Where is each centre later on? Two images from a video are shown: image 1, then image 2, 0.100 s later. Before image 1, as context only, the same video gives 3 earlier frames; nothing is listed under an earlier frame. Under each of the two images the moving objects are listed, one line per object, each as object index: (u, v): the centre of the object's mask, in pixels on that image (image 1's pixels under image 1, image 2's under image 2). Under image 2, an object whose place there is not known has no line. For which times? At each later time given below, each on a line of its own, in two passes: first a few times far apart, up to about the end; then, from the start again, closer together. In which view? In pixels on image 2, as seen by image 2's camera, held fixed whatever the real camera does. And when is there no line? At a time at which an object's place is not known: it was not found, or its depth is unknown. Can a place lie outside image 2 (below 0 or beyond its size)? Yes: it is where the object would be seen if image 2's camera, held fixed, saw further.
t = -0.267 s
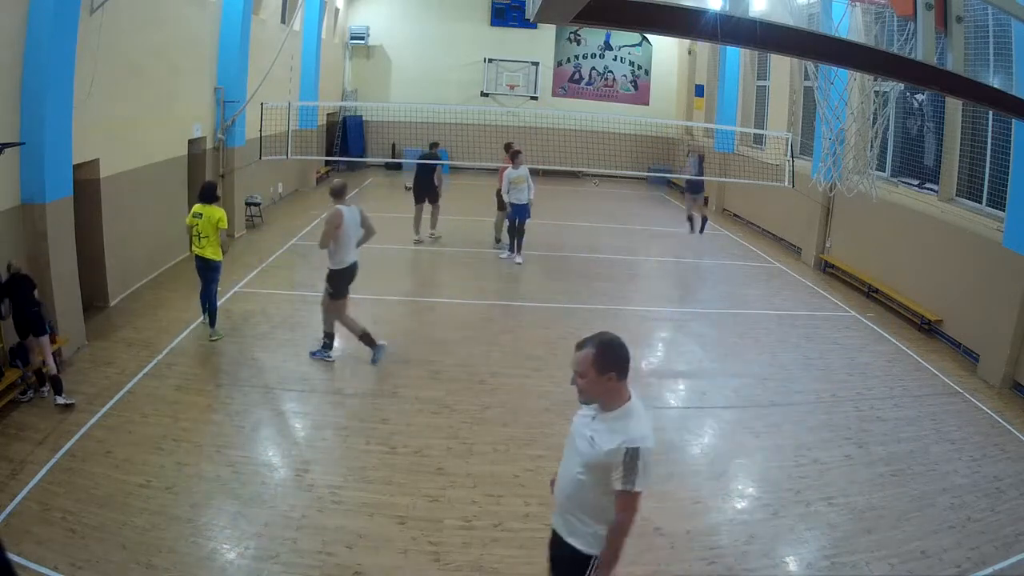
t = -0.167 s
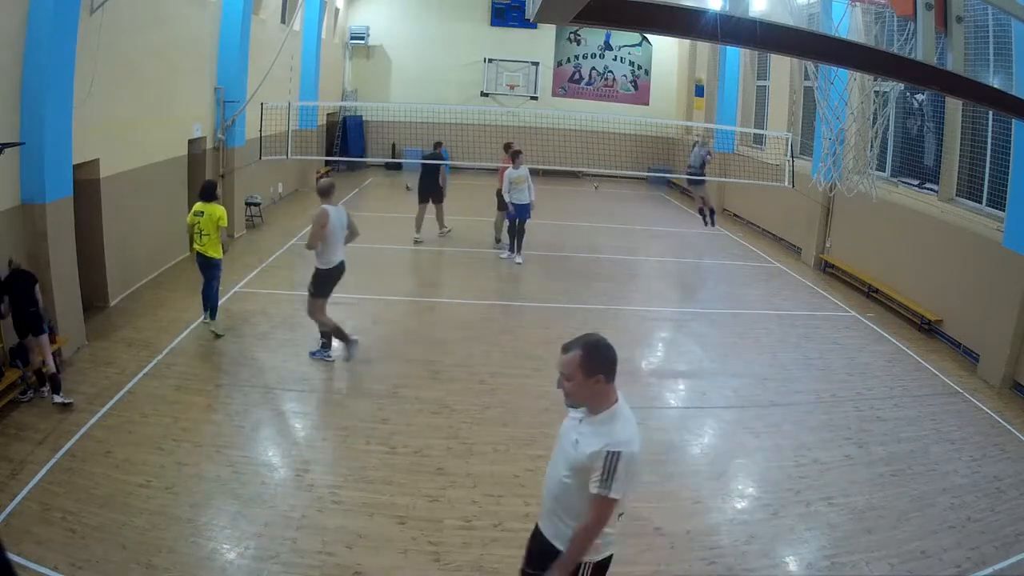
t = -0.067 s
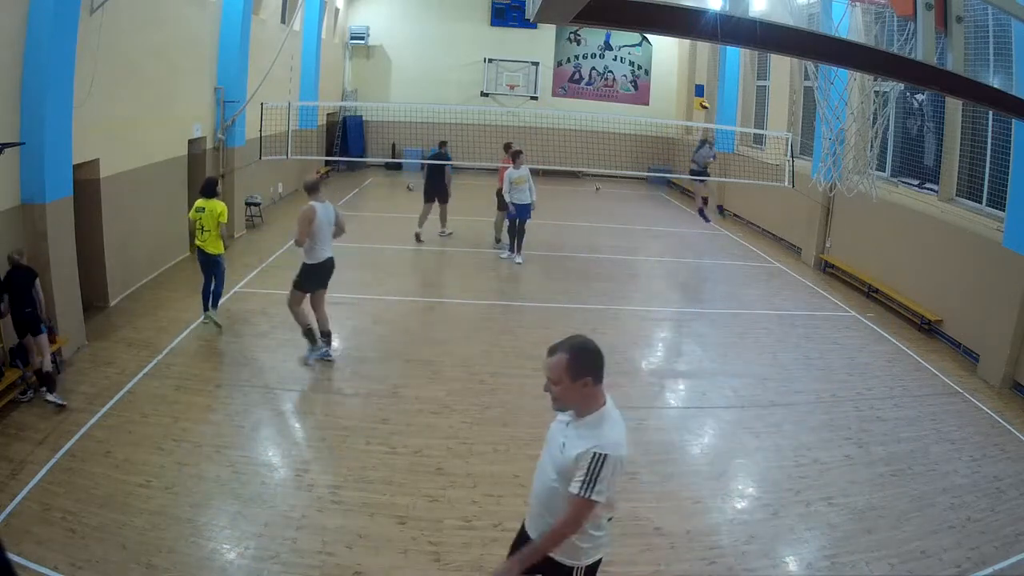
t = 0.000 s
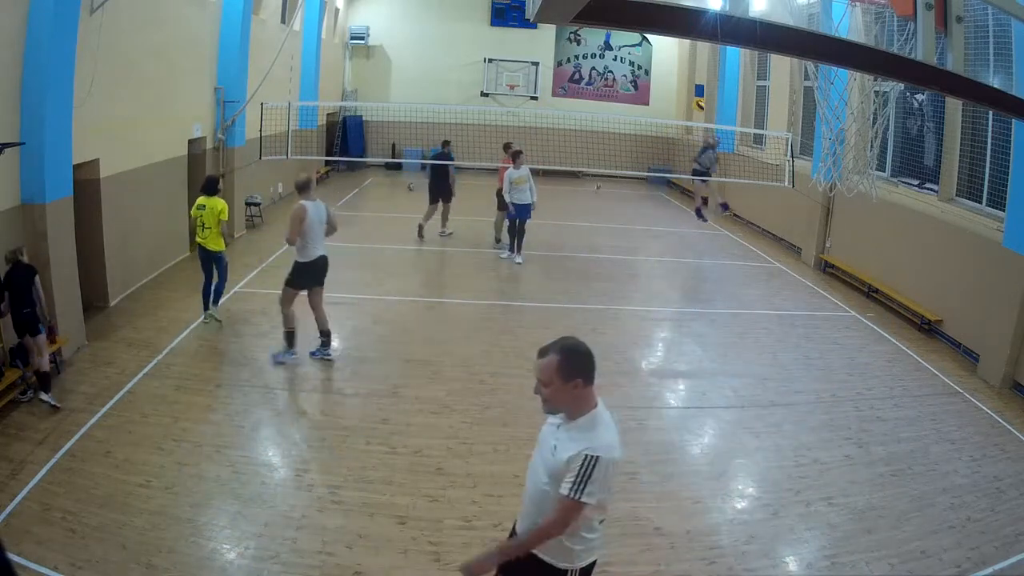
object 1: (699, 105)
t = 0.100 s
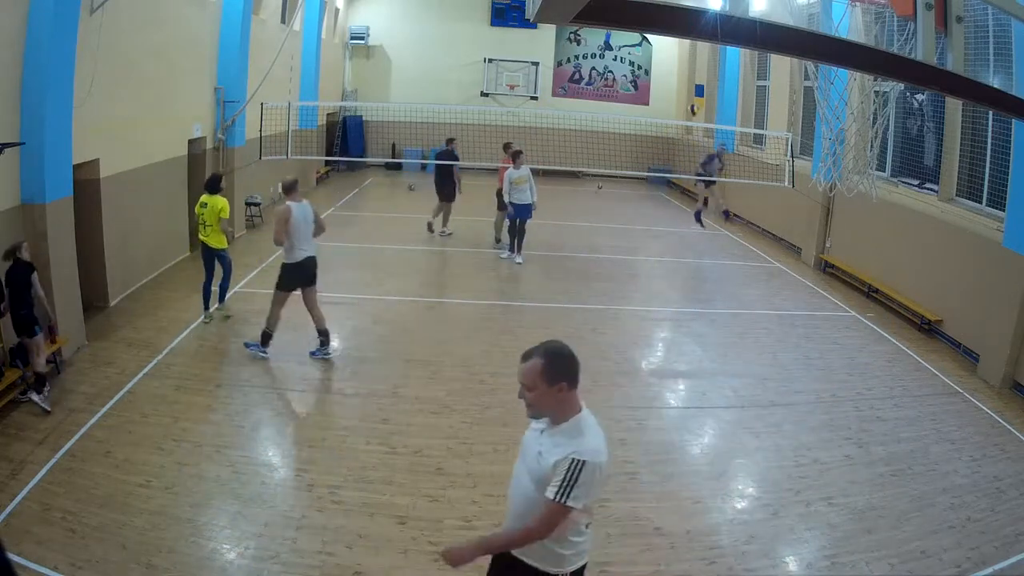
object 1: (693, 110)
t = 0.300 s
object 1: (673, 143)
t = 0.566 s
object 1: (626, 276)
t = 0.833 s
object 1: (573, 395)
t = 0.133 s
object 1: (689, 113)
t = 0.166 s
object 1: (686, 117)
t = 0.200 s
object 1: (684, 122)
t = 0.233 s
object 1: (680, 128)
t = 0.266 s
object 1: (676, 134)
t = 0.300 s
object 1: (673, 143)
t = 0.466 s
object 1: (647, 208)
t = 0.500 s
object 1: (641, 229)
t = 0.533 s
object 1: (633, 248)
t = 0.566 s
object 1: (626, 276)
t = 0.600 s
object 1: (617, 304)
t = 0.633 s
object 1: (607, 339)
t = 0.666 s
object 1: (598, 374)
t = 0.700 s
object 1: (585, 416)
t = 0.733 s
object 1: (578, 429)
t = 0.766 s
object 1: (576, 417)
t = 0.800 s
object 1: (573, 404)
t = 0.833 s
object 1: (573, 395)
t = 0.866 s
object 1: (568, 384)
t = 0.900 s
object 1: (565, 374)
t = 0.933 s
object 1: (561, 364)
